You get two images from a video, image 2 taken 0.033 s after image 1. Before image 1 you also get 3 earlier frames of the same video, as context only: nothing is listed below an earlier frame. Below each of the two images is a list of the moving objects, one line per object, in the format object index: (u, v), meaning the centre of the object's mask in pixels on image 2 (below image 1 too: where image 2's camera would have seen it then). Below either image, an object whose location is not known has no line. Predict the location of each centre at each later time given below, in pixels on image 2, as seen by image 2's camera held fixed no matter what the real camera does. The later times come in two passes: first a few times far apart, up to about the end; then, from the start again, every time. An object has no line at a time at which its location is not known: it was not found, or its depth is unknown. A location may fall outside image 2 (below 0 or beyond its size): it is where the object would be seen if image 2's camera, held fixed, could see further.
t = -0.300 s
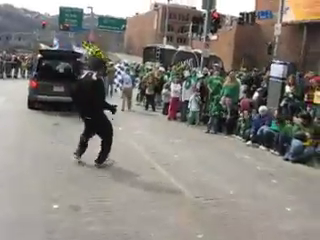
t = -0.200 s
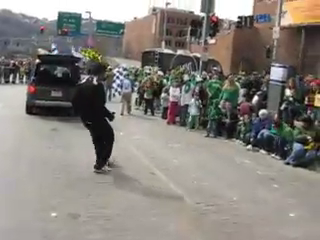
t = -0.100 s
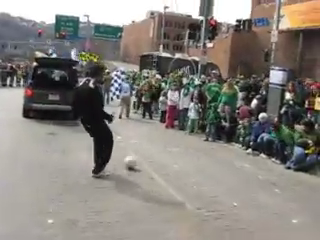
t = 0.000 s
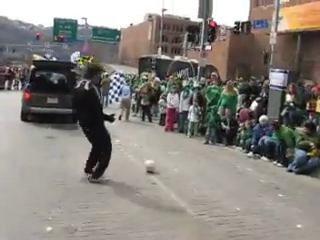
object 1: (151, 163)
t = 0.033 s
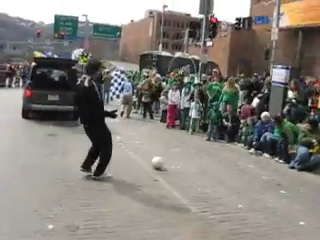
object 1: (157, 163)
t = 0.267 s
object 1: (189, 161)
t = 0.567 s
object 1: (224, 159)
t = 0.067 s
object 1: (162, 163)
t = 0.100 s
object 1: (167, 162)
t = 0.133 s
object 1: (172, 162)
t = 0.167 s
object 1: (177, 162)
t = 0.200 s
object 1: (181, 162)
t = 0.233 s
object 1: (185, 161)
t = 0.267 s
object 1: (189, 161)
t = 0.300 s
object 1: (194, 160)
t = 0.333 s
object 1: (198, 160)
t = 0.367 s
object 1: (202, 160)
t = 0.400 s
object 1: (206, 160)
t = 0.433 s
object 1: (209, 159)
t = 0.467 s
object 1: (213, 159)
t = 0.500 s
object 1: (217, 159)
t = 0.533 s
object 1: (220, 159)
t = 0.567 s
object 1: (224, 159)
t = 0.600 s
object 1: (227, 158)
